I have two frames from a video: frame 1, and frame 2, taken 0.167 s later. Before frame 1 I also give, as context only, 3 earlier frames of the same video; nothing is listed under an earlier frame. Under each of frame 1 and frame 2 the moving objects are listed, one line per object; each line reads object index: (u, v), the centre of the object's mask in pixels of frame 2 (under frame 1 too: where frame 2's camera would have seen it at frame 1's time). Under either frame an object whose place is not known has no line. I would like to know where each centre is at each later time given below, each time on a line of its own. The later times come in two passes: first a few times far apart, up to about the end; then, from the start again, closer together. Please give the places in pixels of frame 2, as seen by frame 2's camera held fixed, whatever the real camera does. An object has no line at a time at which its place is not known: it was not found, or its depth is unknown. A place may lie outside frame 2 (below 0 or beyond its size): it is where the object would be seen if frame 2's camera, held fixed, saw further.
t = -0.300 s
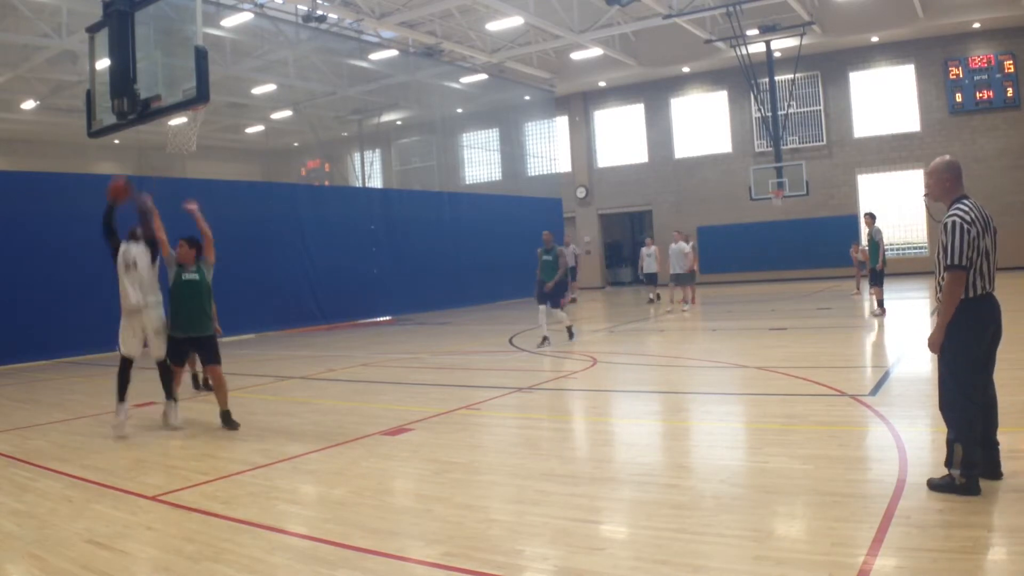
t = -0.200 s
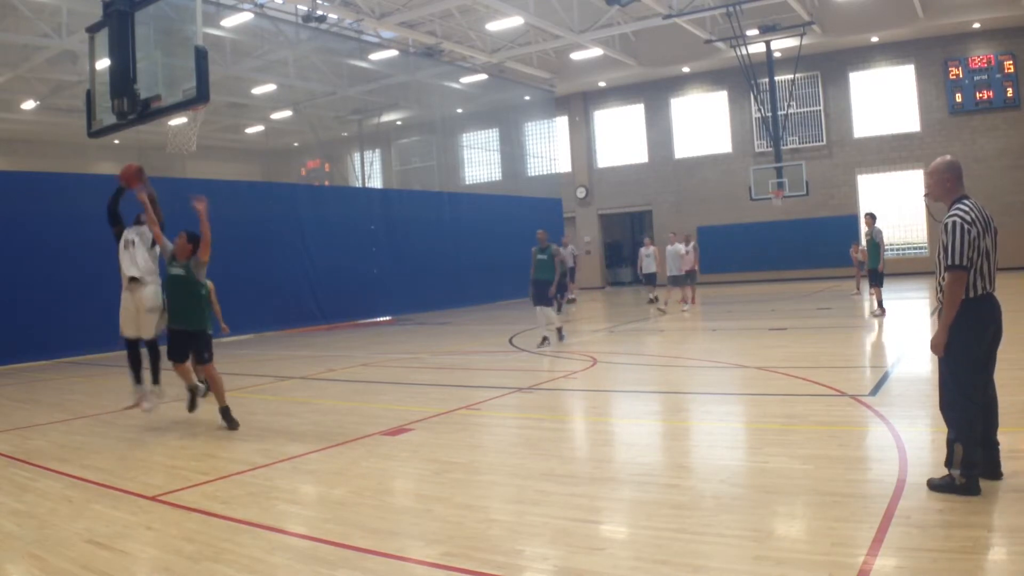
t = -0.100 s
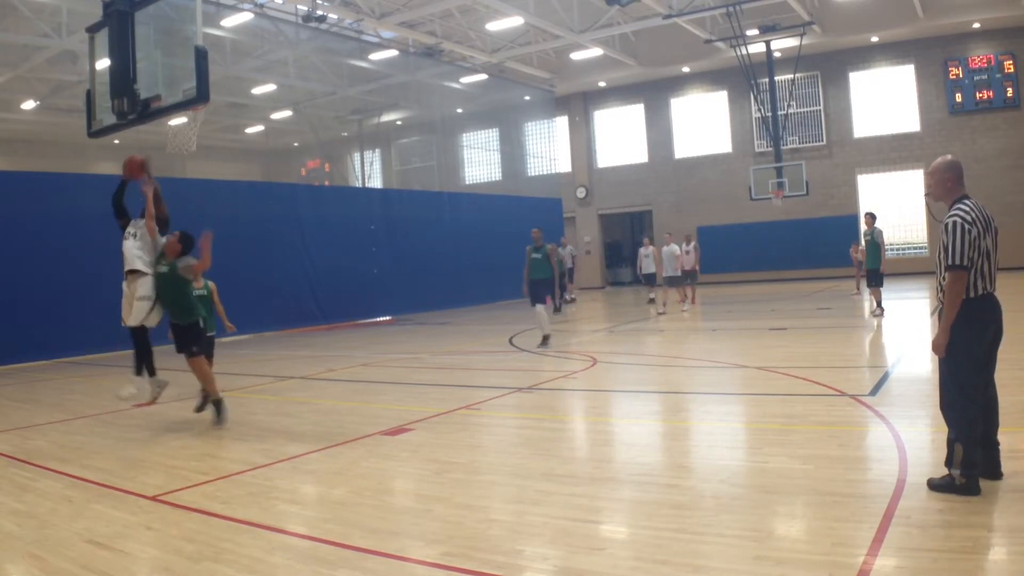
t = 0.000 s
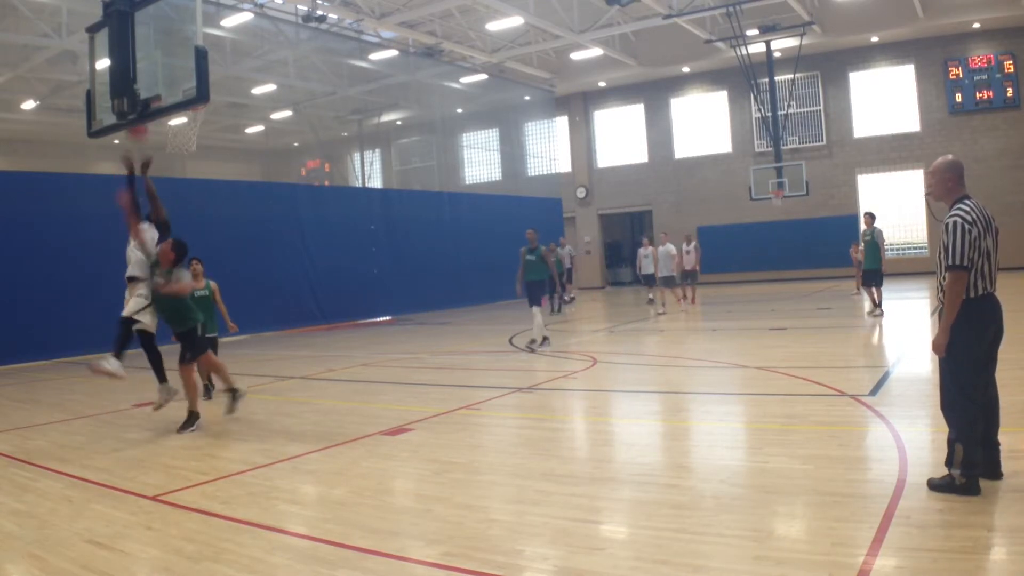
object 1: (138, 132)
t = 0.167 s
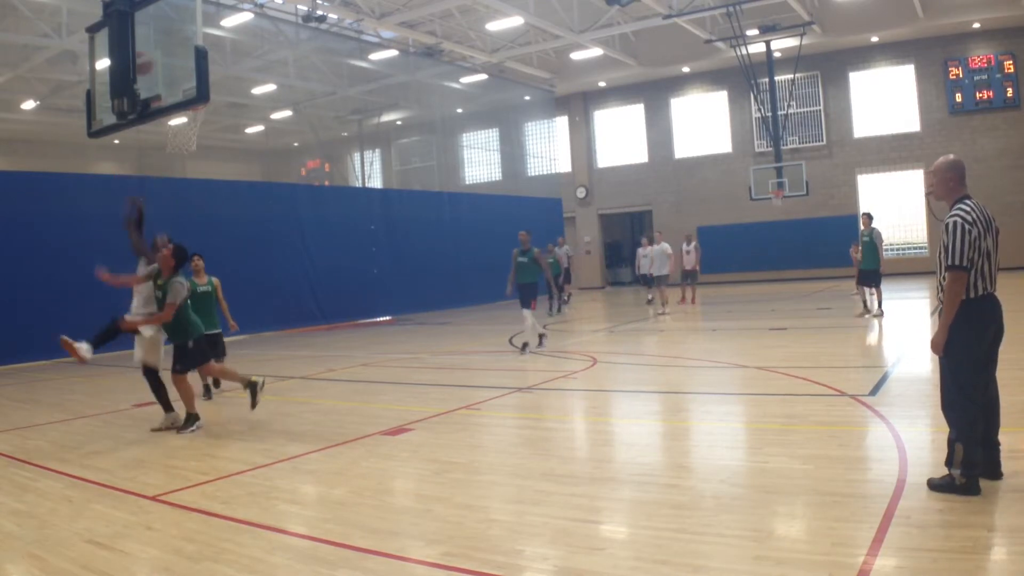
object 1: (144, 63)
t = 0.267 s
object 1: (150, 56)
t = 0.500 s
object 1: (176, 77)
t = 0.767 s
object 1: (176, 133)
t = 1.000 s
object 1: (167, 147)
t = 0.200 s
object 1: (146, 59)
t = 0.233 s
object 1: (147, 57)
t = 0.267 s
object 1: (150, 56)
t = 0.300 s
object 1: (154, 56)
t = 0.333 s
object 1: (157, 56)
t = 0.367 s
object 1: (161, 59)
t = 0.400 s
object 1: (165, 62)
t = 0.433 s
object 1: (170, 65)
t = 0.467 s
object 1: (173, 72)
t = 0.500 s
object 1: (176, 77)
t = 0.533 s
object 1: (178, 84)
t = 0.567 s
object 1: (179, 90)
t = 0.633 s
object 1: (190, 114)
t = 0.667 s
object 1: (186, 119)
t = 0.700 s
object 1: (183, 124)
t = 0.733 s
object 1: (180, 130)
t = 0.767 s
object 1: (176, 133)
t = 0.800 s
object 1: (174, 133)
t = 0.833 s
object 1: (173, 134)
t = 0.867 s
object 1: (171, 135)
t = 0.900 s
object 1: (170, 136)
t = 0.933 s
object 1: (169, 137)
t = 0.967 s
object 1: (167, 142)
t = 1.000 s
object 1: (167, 147)
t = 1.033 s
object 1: (166, 155)
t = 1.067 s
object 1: (166, 160)
